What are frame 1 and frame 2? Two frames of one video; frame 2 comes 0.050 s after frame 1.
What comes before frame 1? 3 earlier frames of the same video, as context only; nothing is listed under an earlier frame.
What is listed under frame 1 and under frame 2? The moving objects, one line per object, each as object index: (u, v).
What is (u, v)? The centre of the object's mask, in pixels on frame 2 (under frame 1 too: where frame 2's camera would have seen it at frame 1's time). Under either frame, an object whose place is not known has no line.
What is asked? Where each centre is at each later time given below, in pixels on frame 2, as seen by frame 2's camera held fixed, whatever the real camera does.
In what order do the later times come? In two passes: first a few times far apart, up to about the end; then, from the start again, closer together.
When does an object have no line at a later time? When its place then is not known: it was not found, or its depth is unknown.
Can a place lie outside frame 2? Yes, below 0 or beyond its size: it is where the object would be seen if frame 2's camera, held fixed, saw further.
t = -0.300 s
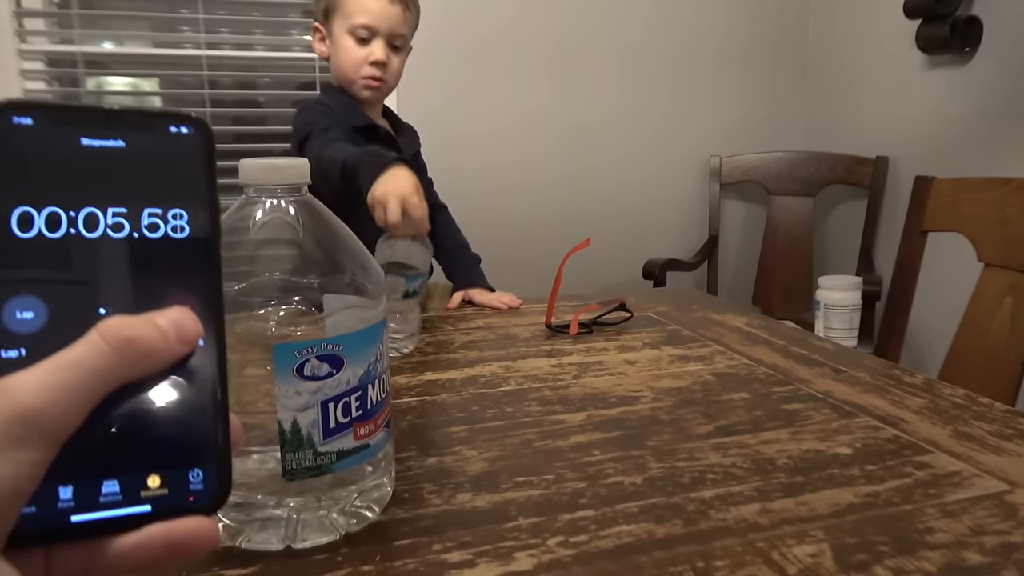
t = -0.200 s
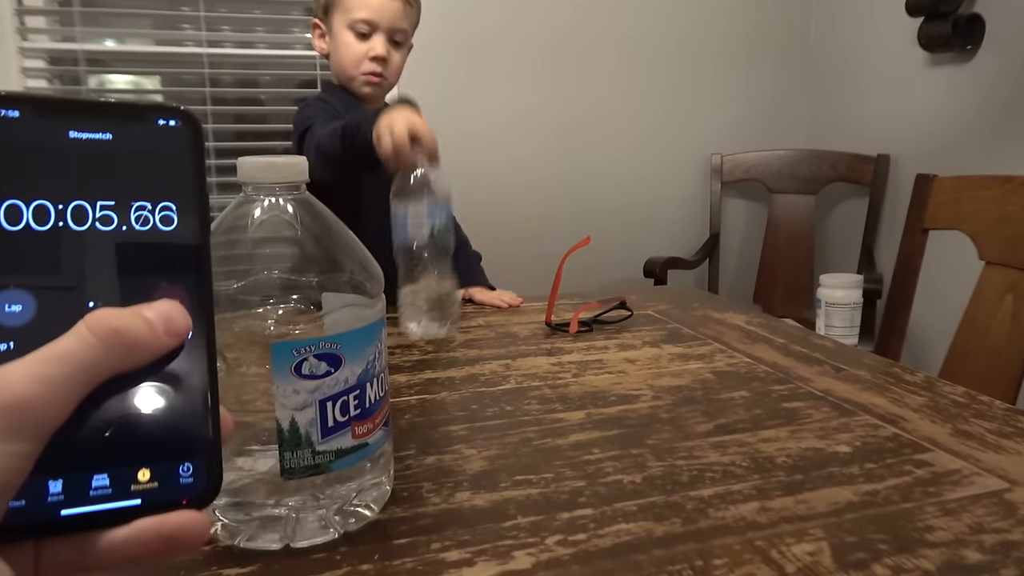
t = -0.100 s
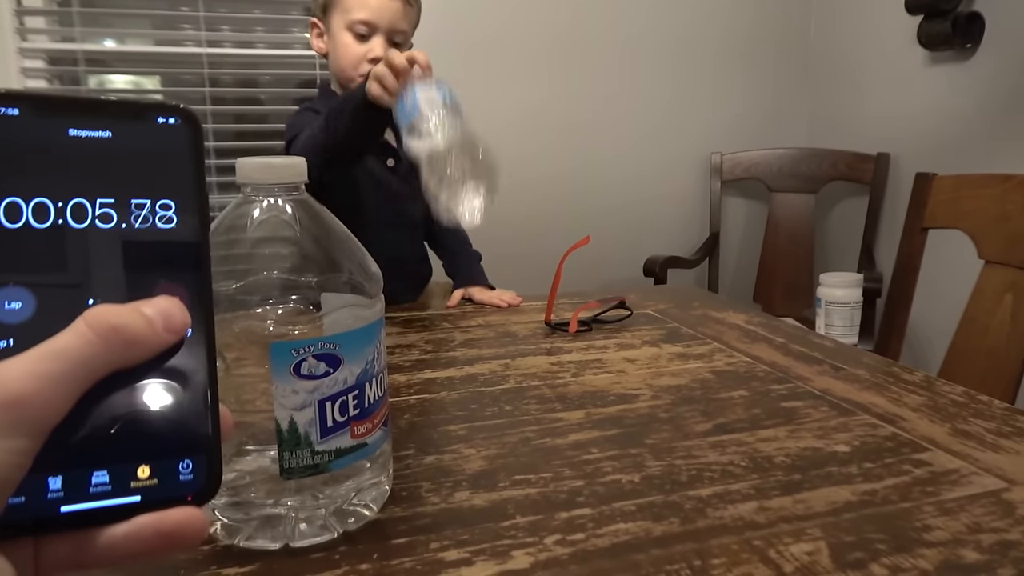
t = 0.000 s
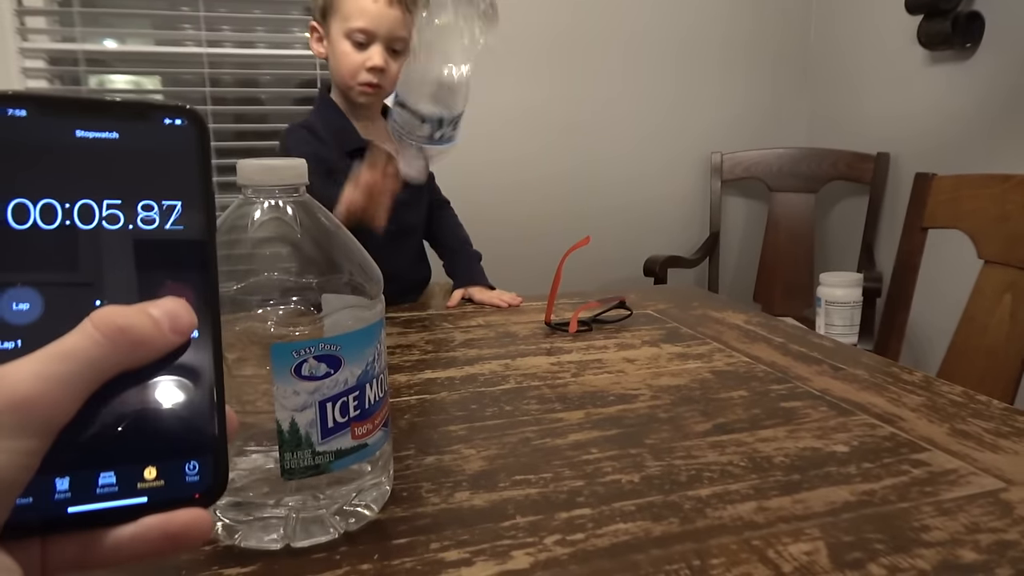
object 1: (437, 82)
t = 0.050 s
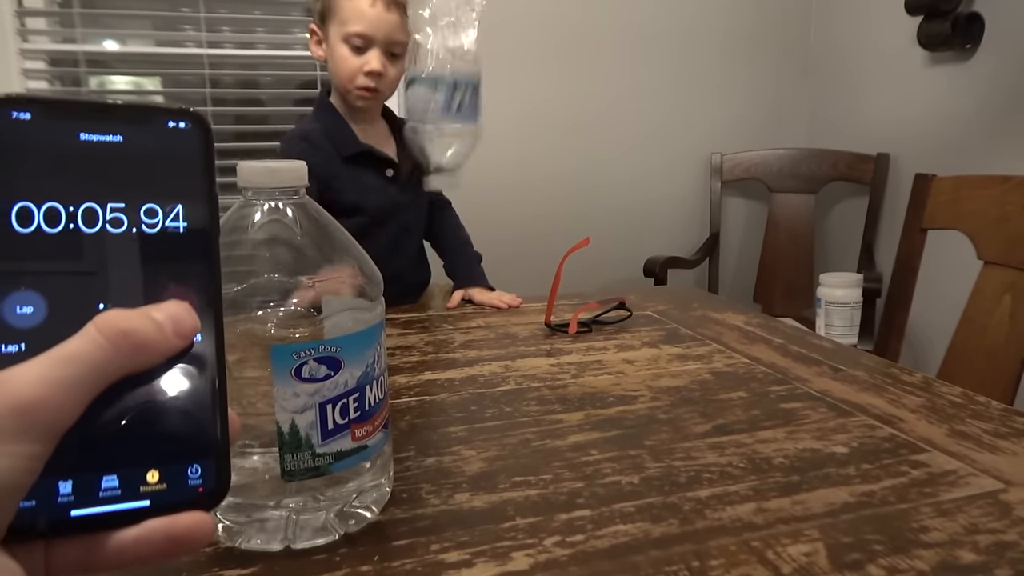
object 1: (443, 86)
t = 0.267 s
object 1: (434, 196)
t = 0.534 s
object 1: (435, 444)
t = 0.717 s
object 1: (435, 444)
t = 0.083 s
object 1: (451, 73)
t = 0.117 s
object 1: (457, 54)
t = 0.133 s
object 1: (457, 45)
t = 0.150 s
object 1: (455, 40)
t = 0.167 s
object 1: (451, 44)
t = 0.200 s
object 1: (446, 76)
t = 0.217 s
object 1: (442, 101)
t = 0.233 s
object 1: (439, 128)
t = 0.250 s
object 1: (437, 158)
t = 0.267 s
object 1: (434, 196)
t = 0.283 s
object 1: (433, 228)
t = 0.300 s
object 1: (430, 272)
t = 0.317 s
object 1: (429, 321)
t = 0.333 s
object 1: (429, 350)
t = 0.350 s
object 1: (429, 353)
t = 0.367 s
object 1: (430, 362)
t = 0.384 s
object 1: (434, 374)
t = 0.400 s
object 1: (438, 391)
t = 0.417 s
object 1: (439, 417)
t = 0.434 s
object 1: (437, 438)
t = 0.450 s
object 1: (436, 437)
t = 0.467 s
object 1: (435, 435)
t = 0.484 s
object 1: (435, 439)
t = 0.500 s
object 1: (434, 443)
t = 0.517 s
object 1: (434, 444)
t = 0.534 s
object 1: (435, 444)
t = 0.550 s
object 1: (435, 444)
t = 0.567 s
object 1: (435, 444)
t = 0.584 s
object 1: (435, 444)
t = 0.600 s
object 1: (435, 444)
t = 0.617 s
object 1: (435, 444)
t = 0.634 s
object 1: (435, 444)
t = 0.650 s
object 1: (435, 444)
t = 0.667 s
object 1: (435, 444)
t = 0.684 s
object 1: (435, 444)
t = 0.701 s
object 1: (435, 444)
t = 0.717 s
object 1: (435, 444)
